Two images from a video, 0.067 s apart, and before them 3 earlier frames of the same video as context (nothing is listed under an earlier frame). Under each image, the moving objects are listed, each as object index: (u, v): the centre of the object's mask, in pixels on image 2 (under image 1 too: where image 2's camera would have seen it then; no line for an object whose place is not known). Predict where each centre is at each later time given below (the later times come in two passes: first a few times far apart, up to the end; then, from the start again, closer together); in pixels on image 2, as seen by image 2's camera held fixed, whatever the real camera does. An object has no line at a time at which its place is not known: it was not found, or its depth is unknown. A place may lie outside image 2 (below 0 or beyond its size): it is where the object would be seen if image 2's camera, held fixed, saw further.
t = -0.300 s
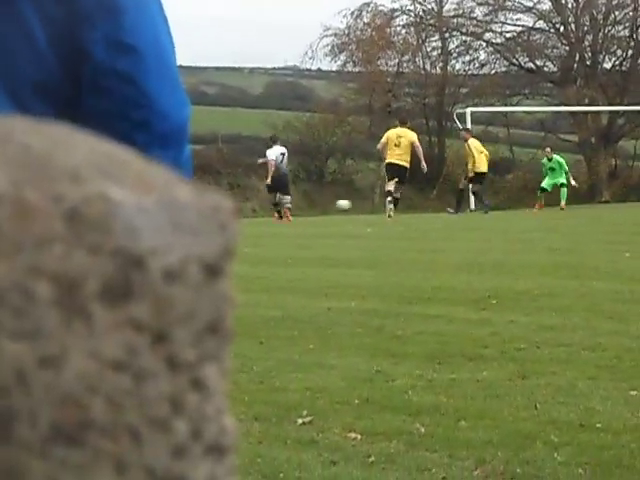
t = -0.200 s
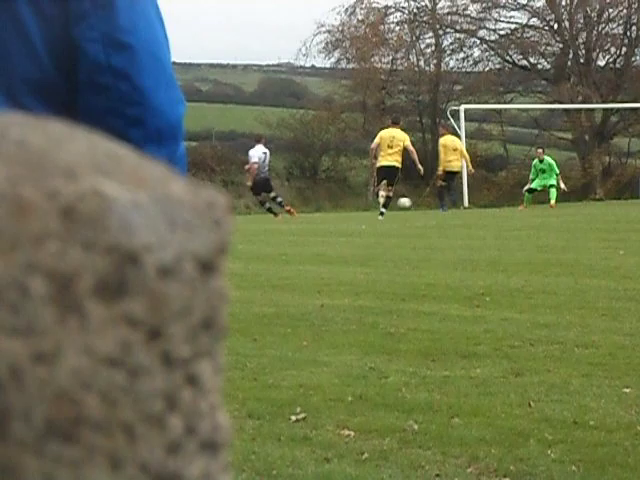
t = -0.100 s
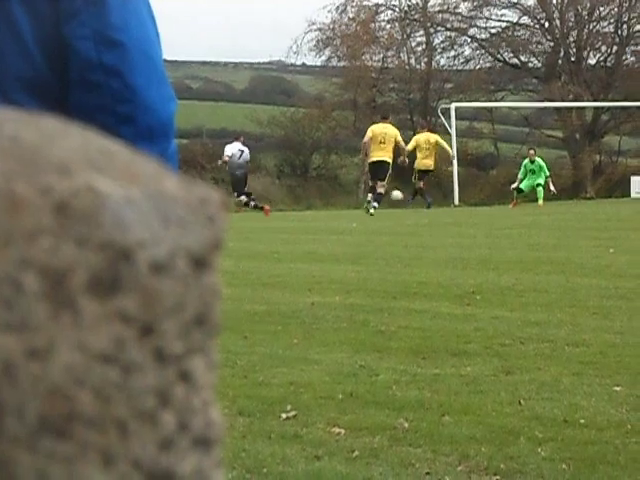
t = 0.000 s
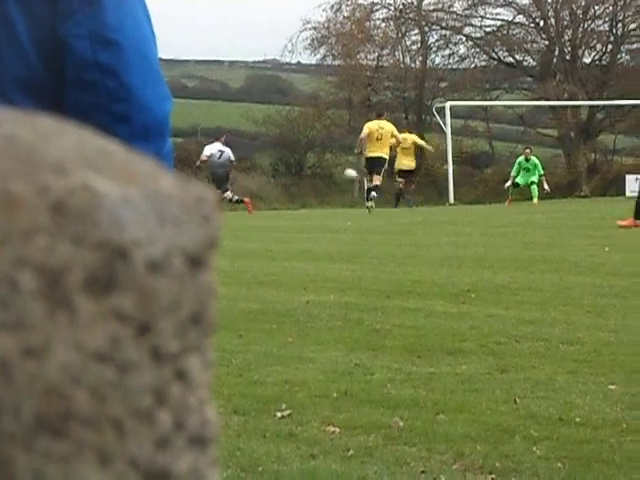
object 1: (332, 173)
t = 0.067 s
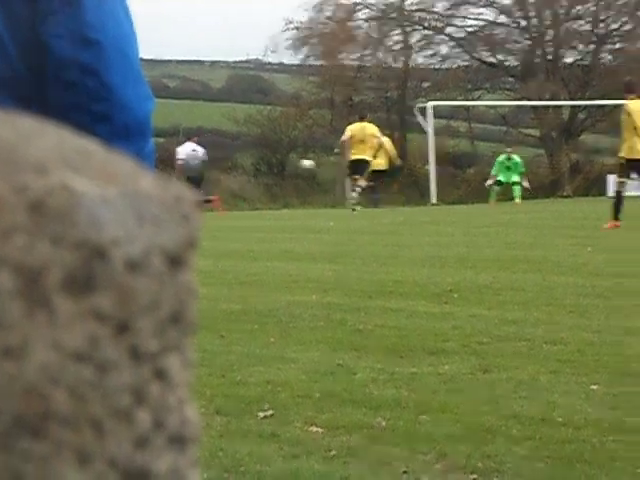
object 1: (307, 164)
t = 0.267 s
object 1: (237, 152)
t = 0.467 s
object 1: (179, 163)
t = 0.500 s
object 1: (170, 167)
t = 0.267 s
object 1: (237, 152)
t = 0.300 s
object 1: (227, 153)
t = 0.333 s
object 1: (217, 154)
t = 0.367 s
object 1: (207, 155)
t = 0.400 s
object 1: (197, 158)
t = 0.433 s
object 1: (188, 160)
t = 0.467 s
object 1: (179, 163)
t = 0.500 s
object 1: (170, 167)
